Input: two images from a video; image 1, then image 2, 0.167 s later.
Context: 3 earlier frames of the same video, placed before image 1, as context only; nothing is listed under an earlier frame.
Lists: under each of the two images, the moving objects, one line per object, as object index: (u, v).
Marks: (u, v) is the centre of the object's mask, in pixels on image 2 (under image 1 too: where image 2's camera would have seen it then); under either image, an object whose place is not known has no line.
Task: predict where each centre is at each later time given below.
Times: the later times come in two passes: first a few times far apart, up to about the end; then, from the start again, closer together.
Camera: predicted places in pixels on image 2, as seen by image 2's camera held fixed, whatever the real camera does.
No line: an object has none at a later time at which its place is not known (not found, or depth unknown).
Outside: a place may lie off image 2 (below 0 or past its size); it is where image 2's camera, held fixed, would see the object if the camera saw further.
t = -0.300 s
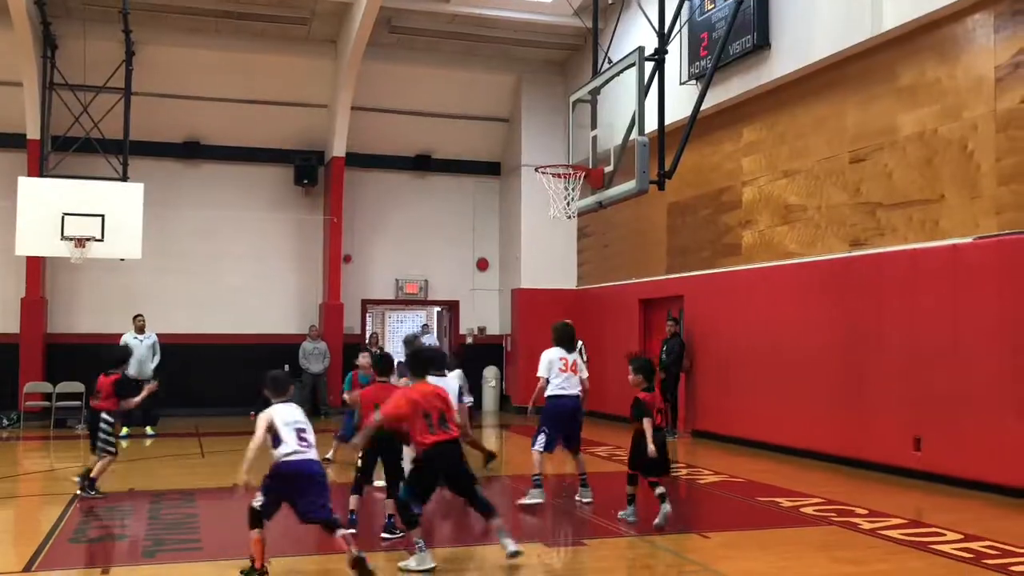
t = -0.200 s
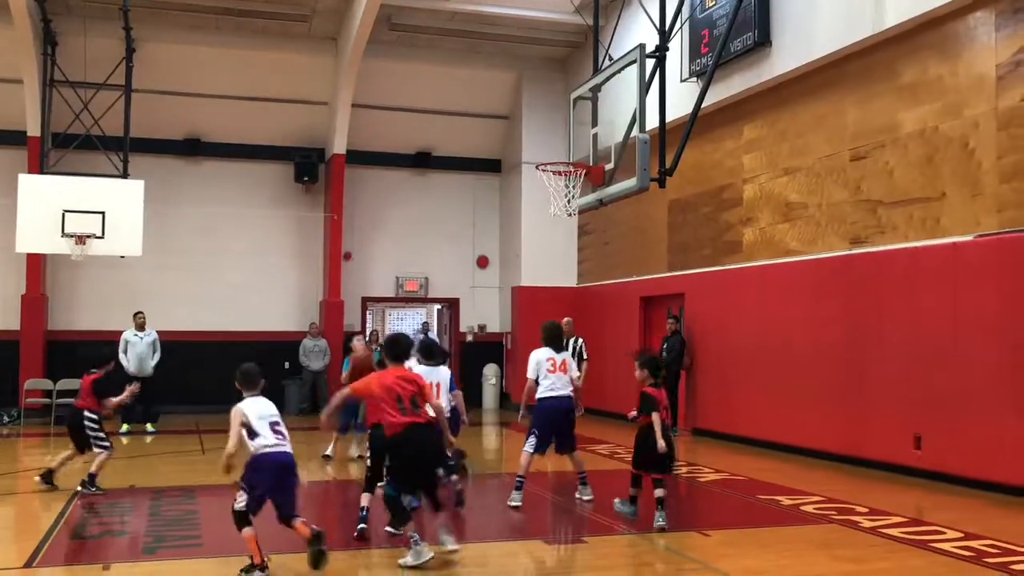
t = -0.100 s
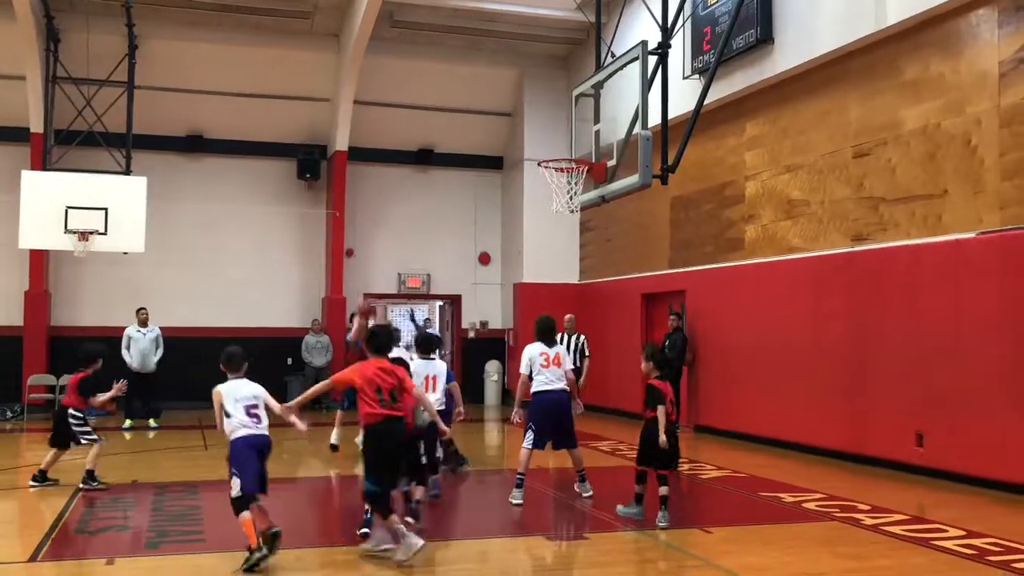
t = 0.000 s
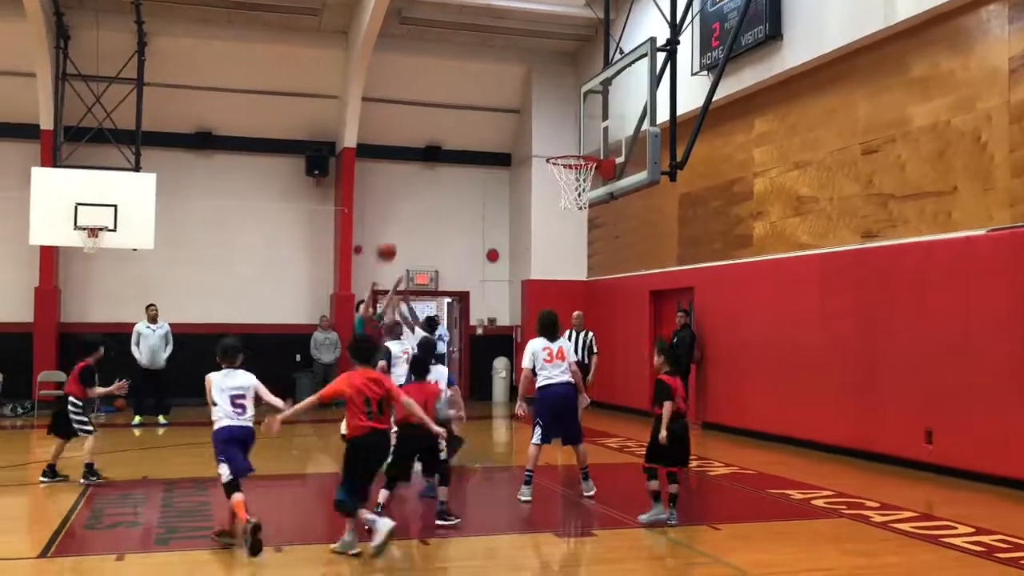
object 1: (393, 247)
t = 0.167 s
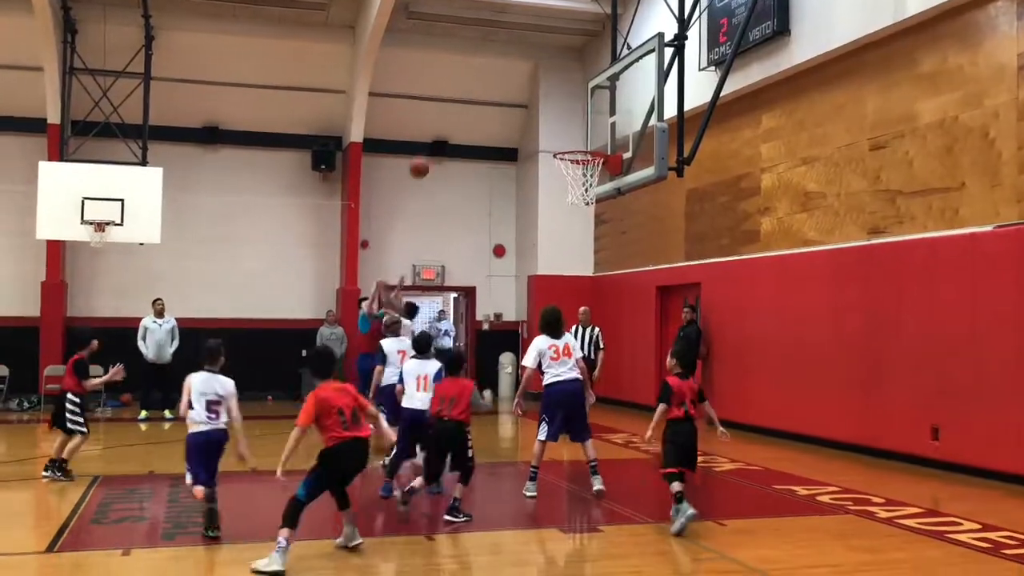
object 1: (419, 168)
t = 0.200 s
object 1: (424, 154)
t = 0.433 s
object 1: (463, 85)
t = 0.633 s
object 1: (497, 60)
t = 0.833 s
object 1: (534, 76)
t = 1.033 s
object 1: (573, 132)
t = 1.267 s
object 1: (598, 210)
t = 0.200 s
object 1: (424, 154)
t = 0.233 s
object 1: (429, 143)
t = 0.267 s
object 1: (435, 132)
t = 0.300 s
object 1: (441, 121)
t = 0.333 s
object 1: (446, 109)
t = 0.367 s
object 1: (452, 103)
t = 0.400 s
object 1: (457, 92)
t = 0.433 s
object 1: (463, 85)
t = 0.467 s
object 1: (468, 78)
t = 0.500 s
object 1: (474, 73)
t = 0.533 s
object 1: (480, 69)
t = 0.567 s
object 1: (486, 65)
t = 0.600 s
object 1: (491, 62)
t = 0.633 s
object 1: (497, 60)
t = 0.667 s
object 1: (504, 60)
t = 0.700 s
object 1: (510, 61)
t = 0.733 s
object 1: (515, 63)
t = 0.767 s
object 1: (522, 66)
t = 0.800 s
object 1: (527, 70)
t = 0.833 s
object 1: (534, 76)
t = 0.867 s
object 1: (540, 81)
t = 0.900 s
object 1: (546, 88)
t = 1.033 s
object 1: (573, 132)
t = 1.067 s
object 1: (579, 143)
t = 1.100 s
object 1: (584, 164)
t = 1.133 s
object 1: (593, 179)
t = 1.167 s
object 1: (596, 195)
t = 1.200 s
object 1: (596, 195)
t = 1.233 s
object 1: (597, 201)
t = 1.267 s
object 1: (598, 210)
